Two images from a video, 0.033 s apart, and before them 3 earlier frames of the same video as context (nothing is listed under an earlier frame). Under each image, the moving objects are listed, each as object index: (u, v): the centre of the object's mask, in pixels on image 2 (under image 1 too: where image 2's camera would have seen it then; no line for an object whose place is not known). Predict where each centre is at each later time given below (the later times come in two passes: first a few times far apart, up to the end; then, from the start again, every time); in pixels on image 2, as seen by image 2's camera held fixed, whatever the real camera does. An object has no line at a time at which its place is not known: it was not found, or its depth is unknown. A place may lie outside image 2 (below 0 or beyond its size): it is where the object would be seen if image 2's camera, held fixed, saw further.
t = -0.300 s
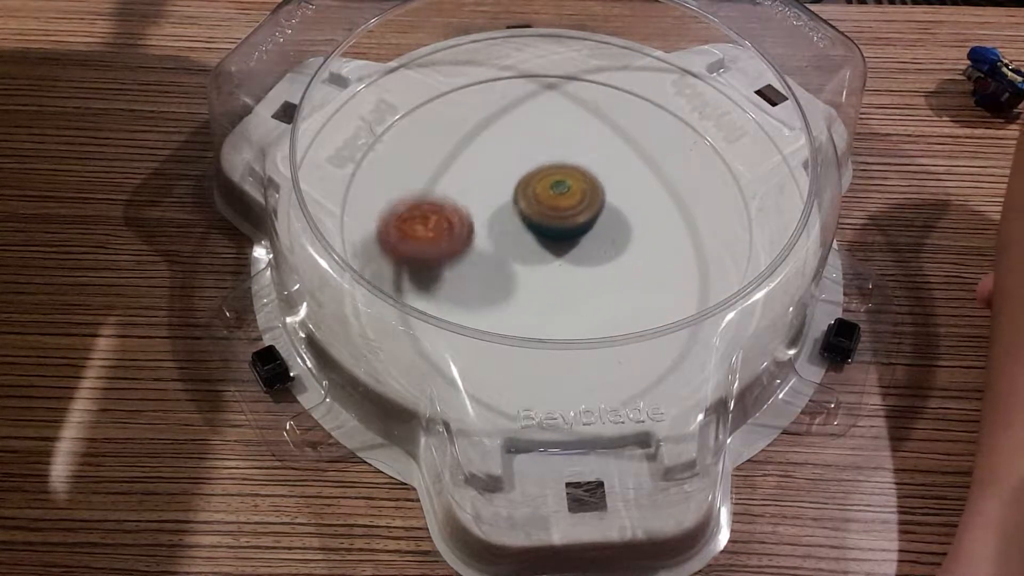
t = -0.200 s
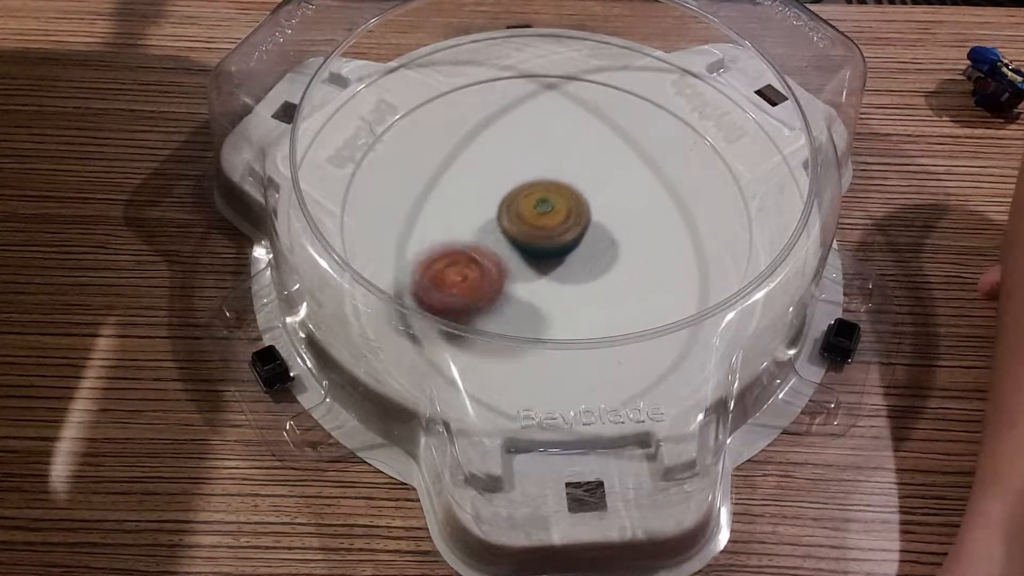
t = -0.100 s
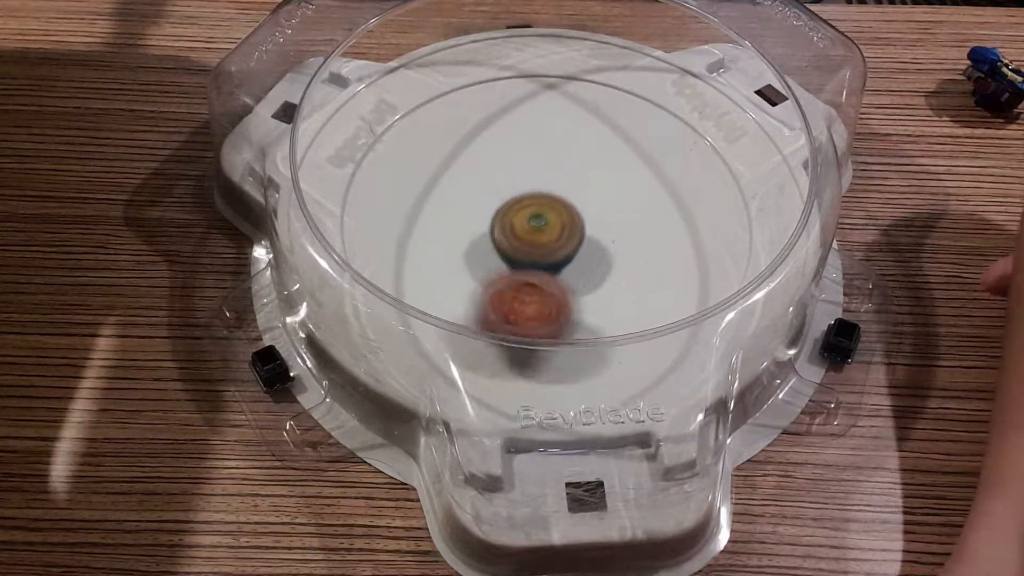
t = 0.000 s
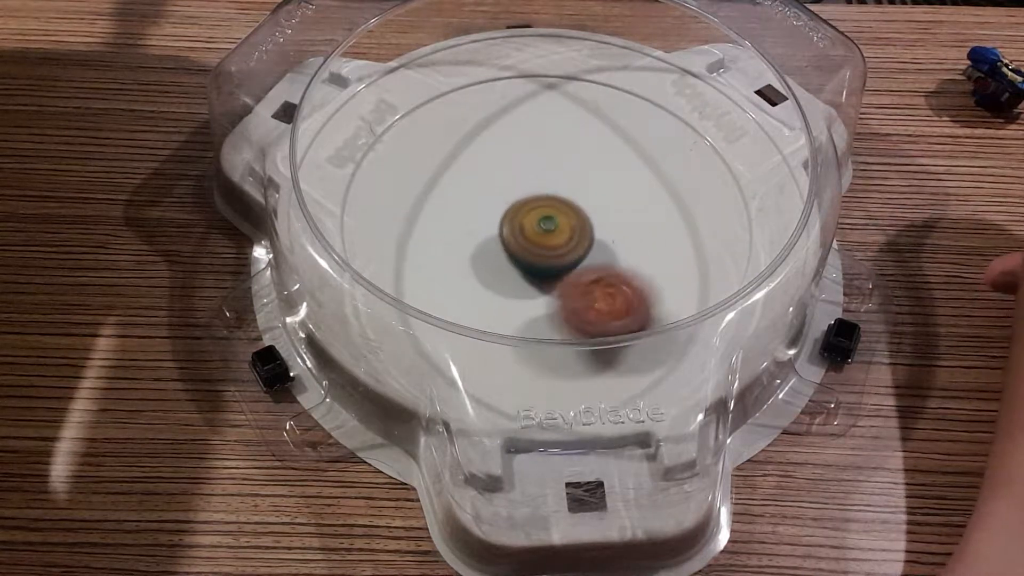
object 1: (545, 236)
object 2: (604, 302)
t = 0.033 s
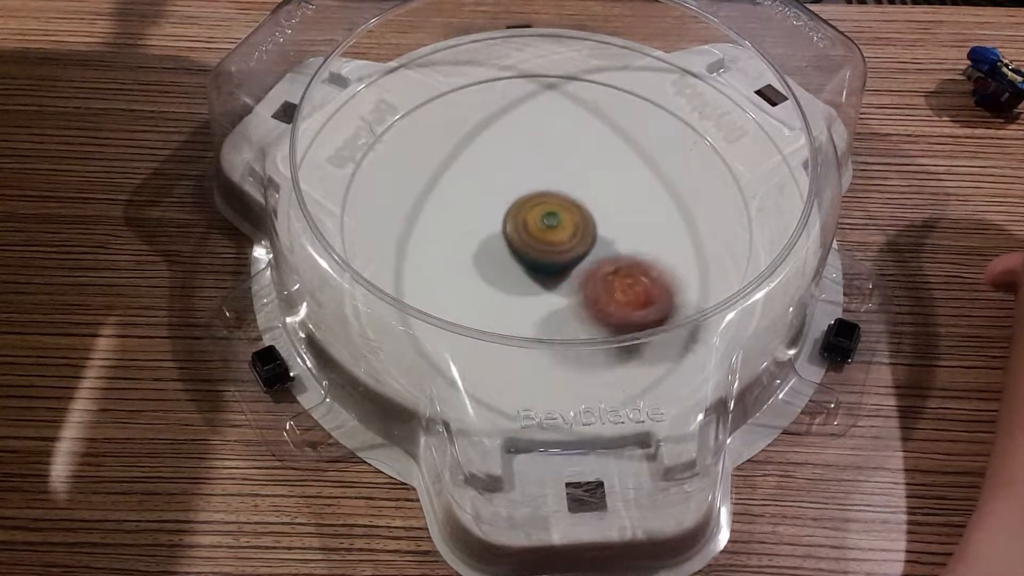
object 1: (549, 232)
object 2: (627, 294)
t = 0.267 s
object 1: (524, 202)
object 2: (655, 165)
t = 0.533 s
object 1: (530, 217)
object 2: (495, 107)
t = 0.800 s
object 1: (588, 209)
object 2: (401, 202)
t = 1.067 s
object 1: (548, 219)
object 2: (557, 290)
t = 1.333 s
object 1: (537, 237)
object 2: (682, 191)
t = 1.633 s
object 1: (565, 196)
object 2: (537, 105)
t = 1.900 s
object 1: (526, 223)
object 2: (429, 206)
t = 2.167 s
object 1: (563, 236)
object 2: (547, 303)
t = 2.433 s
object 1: (581, 198)
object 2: (676, 211)
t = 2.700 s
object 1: (478, 168)
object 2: (606, 103)
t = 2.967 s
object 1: (489, 233)
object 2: (472, 145)
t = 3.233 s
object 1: (528, 338)
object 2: (453, 173)
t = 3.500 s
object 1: (480, 293)
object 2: (552, 167)
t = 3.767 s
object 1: (509, 220)
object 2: (560, 138)
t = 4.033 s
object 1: (508, 223)
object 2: (584, 159)
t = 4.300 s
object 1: (515, 224)
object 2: (612, 159)
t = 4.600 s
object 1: (512, 224)
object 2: (611, 203)
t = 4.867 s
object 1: (510, 220)
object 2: (613, 221)
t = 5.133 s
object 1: (502, 211)
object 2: (597, 236)
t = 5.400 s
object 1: (495, 202)
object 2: (610, 228)
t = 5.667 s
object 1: (481, 191)
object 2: (598, 214)
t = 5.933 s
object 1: (460, 184)
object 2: (633, 208)
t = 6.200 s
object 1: (488, 190)
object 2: (595, 195)
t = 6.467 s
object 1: (387, 160)
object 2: (682, 216)
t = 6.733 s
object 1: (479, 188)
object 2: (607, 211)
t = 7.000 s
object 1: (502, 195)
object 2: (564, 246)
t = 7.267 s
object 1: (507, 185)
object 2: (534, 256)
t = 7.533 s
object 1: (512, 174)
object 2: (539, 243)
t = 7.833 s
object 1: (523, 170)
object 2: (568, 232)
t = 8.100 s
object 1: (520, 168)
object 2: (577, 226)
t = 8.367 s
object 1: (520, 167)
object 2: (586, 235)
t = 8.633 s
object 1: (526, 165)
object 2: (566, 236)
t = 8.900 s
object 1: (536, 167)
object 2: (543, 238)
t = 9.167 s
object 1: (541, 163)
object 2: (525, 229)
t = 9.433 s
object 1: (550, 169)
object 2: (523, 247)
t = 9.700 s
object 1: (555, 167)
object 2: (534, 249)
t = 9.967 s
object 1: (562, 175)
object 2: (546, 241)
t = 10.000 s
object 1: (563, 173)
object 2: (548, 242)
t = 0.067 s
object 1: (550, 229)
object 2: (647, 283)
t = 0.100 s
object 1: (549, 224)
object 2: (664, 262)
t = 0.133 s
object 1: (545, 220)
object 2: (673, 243)
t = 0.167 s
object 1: (540, 216)
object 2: (676, 222)
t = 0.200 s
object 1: (534, 211)
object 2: (673, 202)
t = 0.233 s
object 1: (528, 206)
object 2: (666, 182)
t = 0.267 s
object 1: (524, 202)
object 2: (655, 165)
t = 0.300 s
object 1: (519, 199)
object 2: (640, 149)
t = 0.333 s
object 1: (514, 198)
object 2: (622, 135)
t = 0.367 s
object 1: (511, 198)
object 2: (602, 125)
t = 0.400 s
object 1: (509, 199)
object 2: (582, 116)
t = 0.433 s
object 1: (510, 203)
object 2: (561, 110)
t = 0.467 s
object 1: (514, 208)
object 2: (540, 107)
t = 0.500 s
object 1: (521, 213)
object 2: (517, 106)
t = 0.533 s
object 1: (530, 217)
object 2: (495, 107)
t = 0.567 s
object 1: (540, 221)
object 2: (473, 111)
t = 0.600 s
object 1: (552, 224)
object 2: (453, 116)
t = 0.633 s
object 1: (563, 225)
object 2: (436, 126)
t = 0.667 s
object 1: (573, 224)
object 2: (421, 137)
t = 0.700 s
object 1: (582, 222)
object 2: (410, 152)
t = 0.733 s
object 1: (587, 217)
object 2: (402, 167)
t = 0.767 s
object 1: (589, 213)
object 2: (399, 183)
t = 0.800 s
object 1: (588, 209)
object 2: (401, 202)
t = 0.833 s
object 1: (586, 207)
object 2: (408, 220)
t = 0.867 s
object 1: (582, 206)
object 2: (418, 236)
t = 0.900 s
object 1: (578, 207)
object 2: (434, 252)
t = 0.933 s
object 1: (574, 210)
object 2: (454, 267)
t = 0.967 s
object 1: (568, 214)
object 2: (479, 278)
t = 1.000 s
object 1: (562, 217)
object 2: (504, 286)
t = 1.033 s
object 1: (556, 218)
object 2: (531, 289)
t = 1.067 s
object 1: (548, 219)
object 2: (557, 290)
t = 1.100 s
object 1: (541, 224)
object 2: (583, 285)
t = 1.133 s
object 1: (537, 228)
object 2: (609, 279)
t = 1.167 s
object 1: (533, 231)
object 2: (631, 269)
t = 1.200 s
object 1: (530, 233)
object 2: (649, 257)
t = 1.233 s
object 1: (529, 235)
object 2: (665, 242)
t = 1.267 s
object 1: (530, 236)
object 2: (675, 226)
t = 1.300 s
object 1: (533, 237)
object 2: (680, 209)
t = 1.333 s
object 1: (537, 237)
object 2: (682, 191)
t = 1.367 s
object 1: (542, 236)
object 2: (679, 173)
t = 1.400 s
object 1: (549, 234)
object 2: (672, 157)
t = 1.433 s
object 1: (555, 231)
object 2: (660, 141)
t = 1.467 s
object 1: (562, 227)
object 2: (646, 128)
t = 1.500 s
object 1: (567, 222)
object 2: (628, 118)
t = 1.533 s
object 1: (571, 215)
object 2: (605, 110)
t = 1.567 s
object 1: (572, 208)
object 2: (584, 104)
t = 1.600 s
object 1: (570, 201)
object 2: (560, 103)
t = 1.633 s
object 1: (565, 196)
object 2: (537, 105)
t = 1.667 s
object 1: (558, 193)
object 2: (514, 110)
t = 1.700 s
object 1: (551, 192)
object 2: (491, 119)
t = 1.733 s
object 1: (543, 194)
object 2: (473, 130)
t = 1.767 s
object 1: (536, 198)
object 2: (457, 142)
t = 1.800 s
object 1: (531, 203)
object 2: (443, 156)
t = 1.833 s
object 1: (527, 209)
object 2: (435, 173)
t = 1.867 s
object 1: (525, 216)
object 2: (429, 189)
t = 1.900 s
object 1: (526, 223)
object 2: (429, 206)
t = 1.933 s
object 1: (528, 230)
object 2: (430, 222)
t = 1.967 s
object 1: (532, 235)
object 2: (437, 239)
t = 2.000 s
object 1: (536, 239)
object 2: (446, 255)
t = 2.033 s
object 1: (542, 242)
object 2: (462, 271)
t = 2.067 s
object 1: (548, 243)
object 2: (480, 283)
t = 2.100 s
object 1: (553, 242)
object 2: (498, 293)
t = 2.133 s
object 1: (559, 239)
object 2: (522, 299)
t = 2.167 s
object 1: (563, 236)
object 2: (547, 303)
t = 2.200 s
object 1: (567, 234)
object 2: (572, 303)
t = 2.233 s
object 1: (572, 231)
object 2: (597, 301)
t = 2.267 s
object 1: (576, 229)
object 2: (622, 295)
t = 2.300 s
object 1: (580, 224)
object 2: (642, 282)
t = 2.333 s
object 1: (583, 219)
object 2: (659, 268)
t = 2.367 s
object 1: (584, 212)
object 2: (671, 250)
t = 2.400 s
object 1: (583, 206)
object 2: (676, 230)
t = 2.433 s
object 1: (581, 198)
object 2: (676, 211)
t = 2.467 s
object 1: (576, 191)
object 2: (672, 192)
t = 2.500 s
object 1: (561, 183)
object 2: (674, 176)
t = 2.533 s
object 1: (539, 174)
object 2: (676, 162)
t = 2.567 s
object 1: (521, 169)
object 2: (672, 147)
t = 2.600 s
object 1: (506, 165)
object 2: (661, 133)
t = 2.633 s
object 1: (493, 163)
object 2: (645, 118)
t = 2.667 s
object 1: (484, 164)
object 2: (627, 109)
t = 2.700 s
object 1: (478, 168)
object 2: (606, 103)
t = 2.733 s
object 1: (475, 172)
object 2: (585, 102)
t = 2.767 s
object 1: (475, 177)
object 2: (562, 103)
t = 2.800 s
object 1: (476, 184)
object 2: (542, 109)
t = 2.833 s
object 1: (479, 189)
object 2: (521, 118)
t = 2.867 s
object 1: (482, 201)
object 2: (507, 121)
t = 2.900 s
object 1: (483, 216)
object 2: (497, 125)
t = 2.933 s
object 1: (486, 225)
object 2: (483, 134)
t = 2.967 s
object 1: (489, 233)
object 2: (472, 145)
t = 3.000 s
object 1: (491, 240)
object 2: (465, 160)
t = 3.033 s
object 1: (495, 250)
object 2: (460, 169)
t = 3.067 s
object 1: (506, 271)
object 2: (453, 165)
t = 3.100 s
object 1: (516, 290)
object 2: (450, 165)
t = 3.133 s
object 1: (523, 302)
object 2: (448, 165)
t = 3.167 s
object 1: (527, 319)
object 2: (447, 168)
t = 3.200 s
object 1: (529, 331)
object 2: (449, 170)
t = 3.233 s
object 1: (528, 338)
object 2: (453, 173)
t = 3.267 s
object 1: (525, 344)
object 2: (459, 177)
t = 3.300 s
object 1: (518, 344)
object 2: (468, 181)
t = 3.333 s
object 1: (508, 342)
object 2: (479, 182)
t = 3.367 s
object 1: (499, 336)
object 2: (495, 184)
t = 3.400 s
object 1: (490, 327)
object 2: (510, 183)
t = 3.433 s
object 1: (484, 318)
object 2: (526, 181)
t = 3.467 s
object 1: (480, 309)
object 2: (540, 175)
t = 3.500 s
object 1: (480, 293)
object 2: (552, 167)
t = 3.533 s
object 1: (480, 285)
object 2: (560, 158)
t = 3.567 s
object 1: (482, 276)
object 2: (565, 150)
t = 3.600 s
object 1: (486, 262)
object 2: (568, 143)
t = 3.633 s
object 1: (490, 251)
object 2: (568, 138)
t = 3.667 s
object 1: (495, 241)
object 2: (566, 136)
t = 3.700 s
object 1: (500, 231)
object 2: (564, 135)
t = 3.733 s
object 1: (505, 225)
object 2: (562, 136)
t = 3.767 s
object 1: (509, 220)
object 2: (560, 138)
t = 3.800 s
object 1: (512, 216)
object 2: (558, 142)
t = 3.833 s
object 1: (512, 215)
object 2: (559, 145)
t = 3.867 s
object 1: (511, 217)
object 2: (561, 146)
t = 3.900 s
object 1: (510, 219)
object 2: (564, 150)
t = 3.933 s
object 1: (511, 219)
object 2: (567, 153)
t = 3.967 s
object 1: (512, 220)
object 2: (570, 157)
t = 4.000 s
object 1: (512, 220)
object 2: (575, 159)
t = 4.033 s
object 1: (508, 223)
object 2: (584, 159)
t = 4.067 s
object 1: (505, 225)
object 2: (593, 158)
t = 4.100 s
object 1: (505, 227)
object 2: (600, 157)
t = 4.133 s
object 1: (506, 228)
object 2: (607, 155)
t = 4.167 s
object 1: (508, 227)
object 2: (611, 155)
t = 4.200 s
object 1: (510, 227)
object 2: (613, 154)
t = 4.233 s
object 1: (511, 226)
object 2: (614, 155)
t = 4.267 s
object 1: (513, 225)
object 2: (613, 156)
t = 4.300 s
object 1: (515, 224)
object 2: (612, 159)
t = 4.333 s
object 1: (517, 223)
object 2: (610, 162)
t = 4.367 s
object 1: (518, 222)
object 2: (607, 167)
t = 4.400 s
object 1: (520, 221)
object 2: (604, 173)
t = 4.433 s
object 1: (519, 221)
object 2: (603, 179)
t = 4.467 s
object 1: (515, 222)
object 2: (605, 184)
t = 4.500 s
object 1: (512, 224)
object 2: (608, 189)
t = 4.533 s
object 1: (513, 224)
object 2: (608, 194)
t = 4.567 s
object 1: (514, 224)
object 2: (609, 199)
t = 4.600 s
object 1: (512, 224)
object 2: (611, 203)
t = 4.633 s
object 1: (508, 224)
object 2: (616, 207)
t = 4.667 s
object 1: (506, 223)
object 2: (619, 209)
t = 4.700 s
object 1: (506, 223)
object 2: (622, 212)
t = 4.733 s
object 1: (507, 223)
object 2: (622, 215)
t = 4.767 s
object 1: (507, 222)
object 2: (621, 216)
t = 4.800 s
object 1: (508, 222)
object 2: (620, 217)
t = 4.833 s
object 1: (509, 221)
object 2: (617, 220)
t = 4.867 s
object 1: (510, 220)
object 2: (613, 221)
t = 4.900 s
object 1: (510, 219)
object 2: (609, 224)
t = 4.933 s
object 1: (505, 218)
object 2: (609, 227)
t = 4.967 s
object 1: (503, 216)
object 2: (609, 229)
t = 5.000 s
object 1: (503, 216)
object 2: (608, 231)
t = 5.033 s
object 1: (503, 216)
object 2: (605, 232)
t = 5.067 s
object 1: (504, 214)
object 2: (602, 234)
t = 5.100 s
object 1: (504, 213)
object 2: (598, 234)
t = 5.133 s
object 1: (502, 211)
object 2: (597, 236)
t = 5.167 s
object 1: (494, 207)
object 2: (603, 238)
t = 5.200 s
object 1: (490, 205)
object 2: (609, 240)
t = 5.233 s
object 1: (489, 204)
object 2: (614, 240)
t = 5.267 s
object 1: (489, 203)
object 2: (617, 239)
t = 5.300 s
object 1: (490, 203)
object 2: (618, 237)
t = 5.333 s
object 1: (491, 202)
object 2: (618, 234)
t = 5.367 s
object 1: (493, 202)
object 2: (615, 231)
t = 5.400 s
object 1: (495, 202)
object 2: (610, 228)
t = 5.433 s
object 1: (497, 202)
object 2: (604, 224)
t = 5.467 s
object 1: (499, 203)
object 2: (596, 221)
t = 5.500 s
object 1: (495, 200)
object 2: (594, 220)
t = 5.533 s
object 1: (487, 197)
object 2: (598, 220)
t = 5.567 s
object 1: (482, 194)
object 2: (600, 219)
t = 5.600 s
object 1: (480, 192)
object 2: (600, 217)
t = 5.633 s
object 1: (479, 191)
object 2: (600, 215)
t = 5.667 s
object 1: (481, 191)
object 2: (598, 214)
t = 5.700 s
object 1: (484, 192)
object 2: (593, 212)
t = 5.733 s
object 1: (488, 193)
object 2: (590, 210)
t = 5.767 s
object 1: (491, 193)
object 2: (585, 209)
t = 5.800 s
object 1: (480, 189)
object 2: (595, 212)
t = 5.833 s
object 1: (468, 185)
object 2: (607, 212)
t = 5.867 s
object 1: (461, 184)
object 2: (617, 212)
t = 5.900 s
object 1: (459, 183)
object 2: (626, 210)
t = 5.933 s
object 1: (460, 184)
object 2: (633, 208)
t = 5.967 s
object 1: (462, 185)
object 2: (636, 204)
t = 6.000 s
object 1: (465, 186)
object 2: (636, 202)
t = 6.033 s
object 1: (469, 187)
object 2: (634, 198)
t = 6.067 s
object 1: (473, 187)
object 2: (630, 196)
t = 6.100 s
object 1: (477, 189)
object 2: (624, 195)
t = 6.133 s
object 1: (481, 190)
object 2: (615, 194)
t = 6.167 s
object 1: (485, 189)
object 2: (606, 194)
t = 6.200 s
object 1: (488, 190)
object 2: (595, 195)
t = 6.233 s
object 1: (489, 189)
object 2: (587, 198)
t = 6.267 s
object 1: (457, 181)
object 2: (605, 205)
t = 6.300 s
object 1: (428, 174)
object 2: (623, 212)
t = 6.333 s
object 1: (407, 168)
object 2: (637, 215)
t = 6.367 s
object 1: (393, 163)
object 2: (649, 218)
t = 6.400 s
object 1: (384, 159)
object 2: (660, 218)
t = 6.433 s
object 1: (382, 159)
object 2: (670, 219)
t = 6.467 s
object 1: (387, 160)
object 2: (682, 216)
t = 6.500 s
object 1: (394, 161)
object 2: (683, 214)
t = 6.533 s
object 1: (402, 163)
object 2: (680, 212)
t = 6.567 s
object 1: (413, 168)
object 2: (673, 209)
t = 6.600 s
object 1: (424, 172)
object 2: (664, 208)
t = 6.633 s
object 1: (437, 176)
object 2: (651, 208)
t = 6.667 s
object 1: (450, 180)
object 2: (638, 208)
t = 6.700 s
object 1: (465, 183)
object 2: (622, 209)
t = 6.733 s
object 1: (479, 188)
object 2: (607, 211)
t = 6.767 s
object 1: (495, 194)
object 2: (591, 213)
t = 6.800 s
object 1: (499, 195)
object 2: (591, 218)
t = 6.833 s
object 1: (499, 195)
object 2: (592, 223)
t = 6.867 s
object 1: (501, 196)
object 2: (588, 228)
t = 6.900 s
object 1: (501, 195)
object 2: (580, 234)
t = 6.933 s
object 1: (500, 195)
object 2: (573, 239)
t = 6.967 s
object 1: (501, 195)
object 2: (569, 242)
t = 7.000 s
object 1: (502, 195)
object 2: (564, 246)
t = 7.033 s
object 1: (502, 194)
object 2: (558, 249)
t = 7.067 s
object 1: (503, 193)
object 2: (553, 251)
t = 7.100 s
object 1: (504, 193)
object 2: (550, 253)
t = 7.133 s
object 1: (504, 192)
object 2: (546, 254)
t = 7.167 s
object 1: (505, 191)
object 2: (542, 254)
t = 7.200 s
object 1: (505, 190)
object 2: (539, 253)
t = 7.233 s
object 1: (506, 188)
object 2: (536, 253)
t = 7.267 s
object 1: (507, 185)
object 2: (534, 256)
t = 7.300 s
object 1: (507, 183)
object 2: (533, 258)
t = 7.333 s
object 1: (508, 180)
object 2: (534, 258)
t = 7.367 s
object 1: (509, 180)
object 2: (535, 257)
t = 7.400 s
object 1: (509, 179)
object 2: (536, 257)
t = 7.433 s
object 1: (510, 178)
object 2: (536, 254)
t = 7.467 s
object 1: (510, 177)
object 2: (538, 252)
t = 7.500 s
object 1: (511, 176)
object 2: (539, 247)
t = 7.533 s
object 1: (512, 174)
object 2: (539, 243)
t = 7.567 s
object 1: (512, 169)
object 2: (542, 244)
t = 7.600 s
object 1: (512, 165)
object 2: (546, 246)
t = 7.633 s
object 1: (511, 163)
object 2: (551, 247)
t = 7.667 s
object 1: (512, 164)
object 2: (555, 247)
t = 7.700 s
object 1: (514, 166)
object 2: (558, 246)
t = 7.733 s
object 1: (517, 167)
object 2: (562, 245)
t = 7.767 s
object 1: (519, 168)
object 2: (565, 241)
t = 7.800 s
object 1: (522, 169)
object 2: (568, 237)
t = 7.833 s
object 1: (523, 170)
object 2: (568, 232)
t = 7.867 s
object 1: (523, 168)
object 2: (569, 230)
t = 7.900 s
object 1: (522, 166)
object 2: (571, 227)
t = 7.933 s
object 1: (520, 166)
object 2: (571, 224)
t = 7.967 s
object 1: (517, 165)
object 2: (573, 226)
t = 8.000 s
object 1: (514, 165)
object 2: (574, 227)
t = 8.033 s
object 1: (515, 165)
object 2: (575, 227)
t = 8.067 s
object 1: (517, 166)
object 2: (577, 227)
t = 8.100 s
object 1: (520, 168)
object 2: (577, 226)
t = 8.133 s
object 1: (521, 169)
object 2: (577, 226)
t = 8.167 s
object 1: (523, 169)
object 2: (577, 225)
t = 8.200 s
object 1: (520, 163)
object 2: (579, 228)
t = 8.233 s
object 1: (518, 159)
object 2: (581, 231)
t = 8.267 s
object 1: (515, 159)
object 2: (584, 233)
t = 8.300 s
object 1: (515, 161)
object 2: (585, 234)
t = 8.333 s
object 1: (517, 164)
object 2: (585, 236)
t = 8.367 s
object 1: (520, 167)
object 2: (586, 235)
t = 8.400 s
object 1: (523, 169)
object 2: (584, 236)
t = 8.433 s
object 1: (526, 170)
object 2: (582, 235)
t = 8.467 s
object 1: (528, 172)
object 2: (581, 234)
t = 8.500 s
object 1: (529, 172)
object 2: (576, 232)
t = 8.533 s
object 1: (529, 172)
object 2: (575, 232)
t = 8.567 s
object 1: (529, 171)
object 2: (570, 231)
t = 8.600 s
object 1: (527, 167)
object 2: (567, 233)
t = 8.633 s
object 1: (526, 165)
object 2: (566, 236)
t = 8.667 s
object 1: (525, 163)
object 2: (564, 238)
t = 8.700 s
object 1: (525, 163)
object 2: (561, 239)
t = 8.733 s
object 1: (525, 164)
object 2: (558, 240)
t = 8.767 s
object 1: (527, 164)
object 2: (556, 241)
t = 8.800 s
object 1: (529, 166)
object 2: (553, 242)
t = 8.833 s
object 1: (531, 166)
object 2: (549, 241)
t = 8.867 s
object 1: (534, 167)
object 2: (547, 239)
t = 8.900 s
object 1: (536, 167)
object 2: (543, 238)
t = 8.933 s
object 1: (538, 166)
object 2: (540, 236)
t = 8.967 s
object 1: (539, 166)
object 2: (536, 233)
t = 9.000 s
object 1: (541, 165)
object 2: (533, 232)
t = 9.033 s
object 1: (542, 164)
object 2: (531, 232)
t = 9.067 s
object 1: (542, 164)
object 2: (529, 233)
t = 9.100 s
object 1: (542, 163)
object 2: (527, 231)
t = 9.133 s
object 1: (541, 163)
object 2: (525, 230)
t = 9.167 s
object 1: (541, 163)
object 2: (525, 229)
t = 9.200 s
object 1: (541, 160)
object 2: (520, 233)
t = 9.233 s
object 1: (541, 160)
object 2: (519, 236)
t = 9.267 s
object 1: (542, 160)
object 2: (518, 239)
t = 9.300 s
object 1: (543, 161)
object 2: (518, 242)
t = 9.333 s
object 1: (543, 162)
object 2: (518, 245)
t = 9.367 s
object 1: (545, 165)
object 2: (519, 246)
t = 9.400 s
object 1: (548, 168)
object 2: (521, 246)
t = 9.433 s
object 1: (550, 169)
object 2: (523, 247)
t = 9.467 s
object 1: (550, 171)
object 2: (525, 245)
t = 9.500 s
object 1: (549, 172)
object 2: (529, 244)
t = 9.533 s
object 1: (549, 174)
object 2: (533, 240)
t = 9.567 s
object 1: (549, 175)
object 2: (533, 242)
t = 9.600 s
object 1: (548, 175)
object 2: (533, 242)
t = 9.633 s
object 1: (550, 174)
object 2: (535, 241)
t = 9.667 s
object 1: (553, 170)
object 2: (534, 244)
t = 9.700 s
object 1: (555, 167)
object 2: (534, 249)
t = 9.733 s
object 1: (555, 166)
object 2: (534, 252)
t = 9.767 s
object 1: (555, 166)
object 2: (536, 252)
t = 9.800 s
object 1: (554, 167)
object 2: (537, 254)
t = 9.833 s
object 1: (553, 169)
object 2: (540, 254)
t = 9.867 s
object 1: (555, 171)
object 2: (541, 250)
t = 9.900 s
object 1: (558, 173)
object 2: (544, 250)
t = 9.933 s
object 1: (561, 173)
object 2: (545, 248)
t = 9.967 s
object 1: (562, 175)
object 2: (546, 241)
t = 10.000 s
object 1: (563, 173)
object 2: (548, 242)
